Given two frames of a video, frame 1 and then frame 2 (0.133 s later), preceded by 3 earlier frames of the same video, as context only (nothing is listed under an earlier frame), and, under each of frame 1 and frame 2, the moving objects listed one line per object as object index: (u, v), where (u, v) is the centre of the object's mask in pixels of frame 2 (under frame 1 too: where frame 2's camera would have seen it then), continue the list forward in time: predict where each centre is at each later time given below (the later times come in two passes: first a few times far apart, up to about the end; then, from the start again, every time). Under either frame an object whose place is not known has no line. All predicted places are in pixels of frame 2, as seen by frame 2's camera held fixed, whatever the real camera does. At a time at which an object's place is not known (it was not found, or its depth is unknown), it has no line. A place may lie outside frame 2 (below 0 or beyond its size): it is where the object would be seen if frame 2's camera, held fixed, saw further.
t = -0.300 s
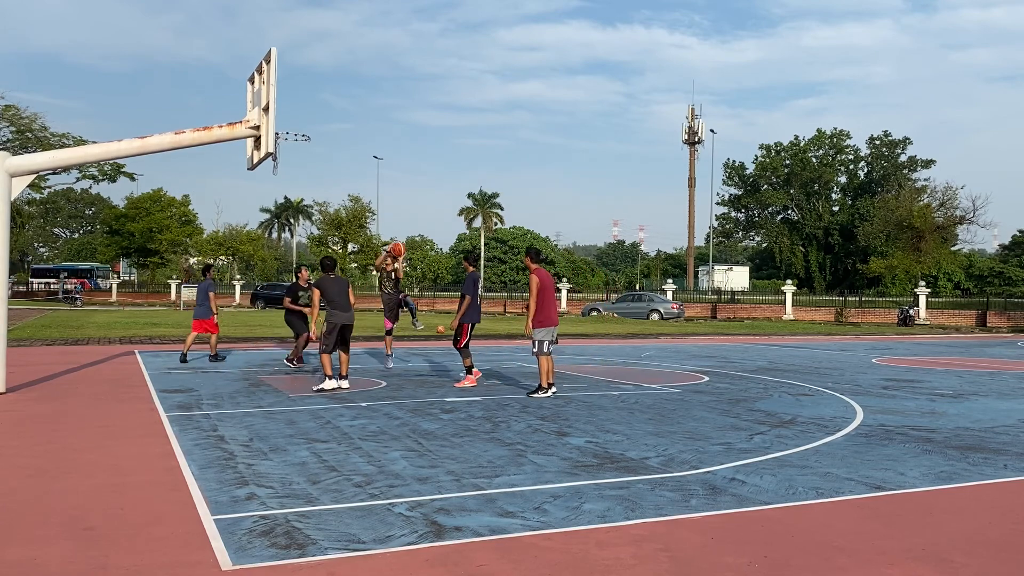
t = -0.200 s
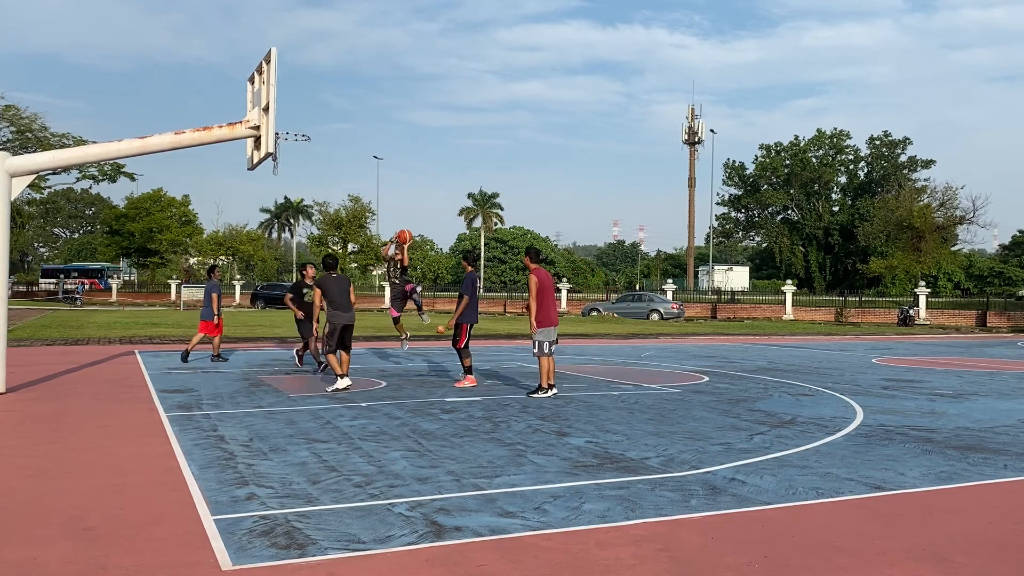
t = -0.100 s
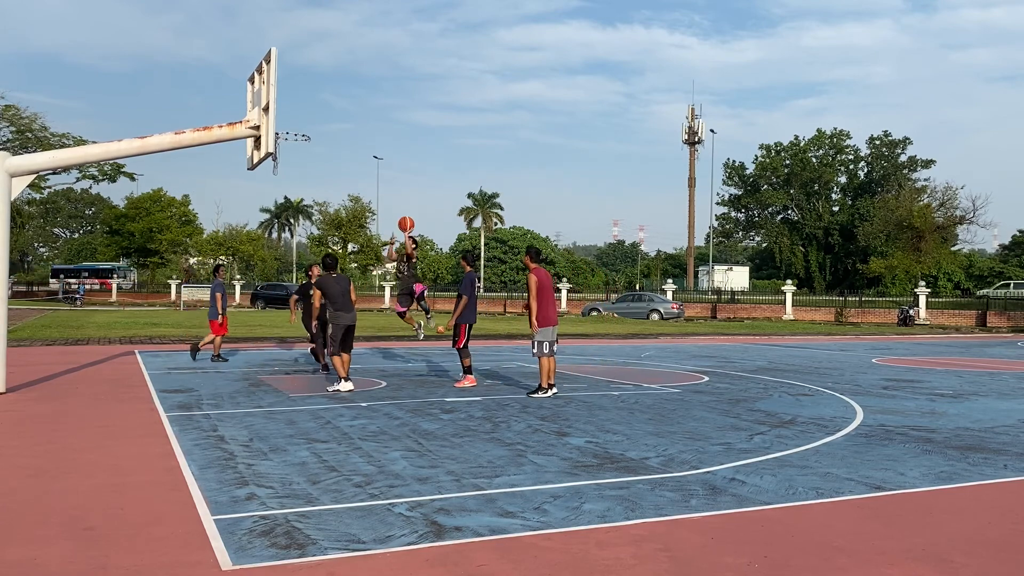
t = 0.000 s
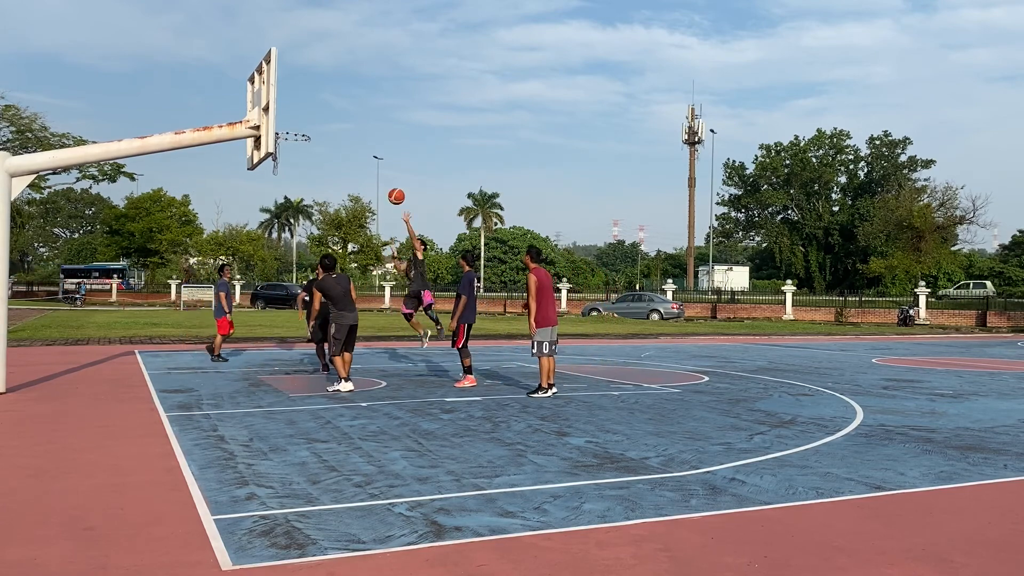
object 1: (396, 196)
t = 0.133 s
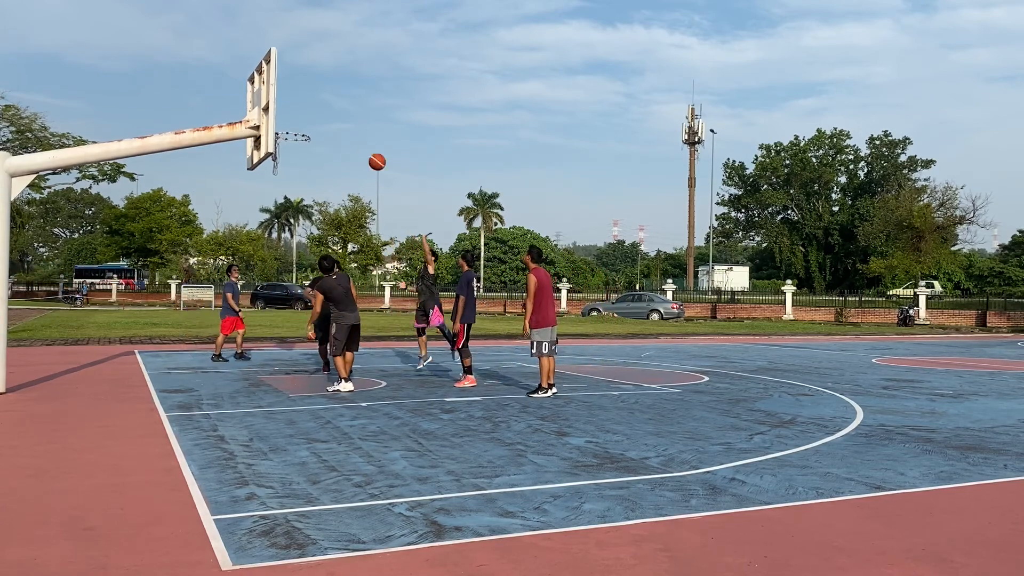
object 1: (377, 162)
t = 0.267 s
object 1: (357, 138)
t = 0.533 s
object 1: (313, 126)
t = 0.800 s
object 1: (288, 134)
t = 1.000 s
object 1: (281, 167)
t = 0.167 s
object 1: (372, 155)
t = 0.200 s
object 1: (367, 148)
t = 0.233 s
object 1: (362, 143)
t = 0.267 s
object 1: (357, 138)
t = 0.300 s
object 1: (352, 134)
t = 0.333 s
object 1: (346, 130)
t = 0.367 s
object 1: (341, 127)
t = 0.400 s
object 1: (335, 126)
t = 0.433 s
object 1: (330, 124)
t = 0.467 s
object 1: (324, 124)
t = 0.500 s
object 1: (318, 125)
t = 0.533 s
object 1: (313, 126)
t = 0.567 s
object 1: (307, 128)
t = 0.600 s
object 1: (302, 130)
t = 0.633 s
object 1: (300, 128)
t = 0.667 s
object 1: (297, 128)
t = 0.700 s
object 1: (295, 128)
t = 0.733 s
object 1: (293, 130)
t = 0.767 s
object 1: (290, 131)
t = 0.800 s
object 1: (288, 134)
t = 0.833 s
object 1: (285, 138)
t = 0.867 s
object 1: (284, 143)
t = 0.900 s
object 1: (284, 147)
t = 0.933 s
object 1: (283, 153)
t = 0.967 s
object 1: (282, 160)
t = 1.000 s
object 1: (281, 167)
